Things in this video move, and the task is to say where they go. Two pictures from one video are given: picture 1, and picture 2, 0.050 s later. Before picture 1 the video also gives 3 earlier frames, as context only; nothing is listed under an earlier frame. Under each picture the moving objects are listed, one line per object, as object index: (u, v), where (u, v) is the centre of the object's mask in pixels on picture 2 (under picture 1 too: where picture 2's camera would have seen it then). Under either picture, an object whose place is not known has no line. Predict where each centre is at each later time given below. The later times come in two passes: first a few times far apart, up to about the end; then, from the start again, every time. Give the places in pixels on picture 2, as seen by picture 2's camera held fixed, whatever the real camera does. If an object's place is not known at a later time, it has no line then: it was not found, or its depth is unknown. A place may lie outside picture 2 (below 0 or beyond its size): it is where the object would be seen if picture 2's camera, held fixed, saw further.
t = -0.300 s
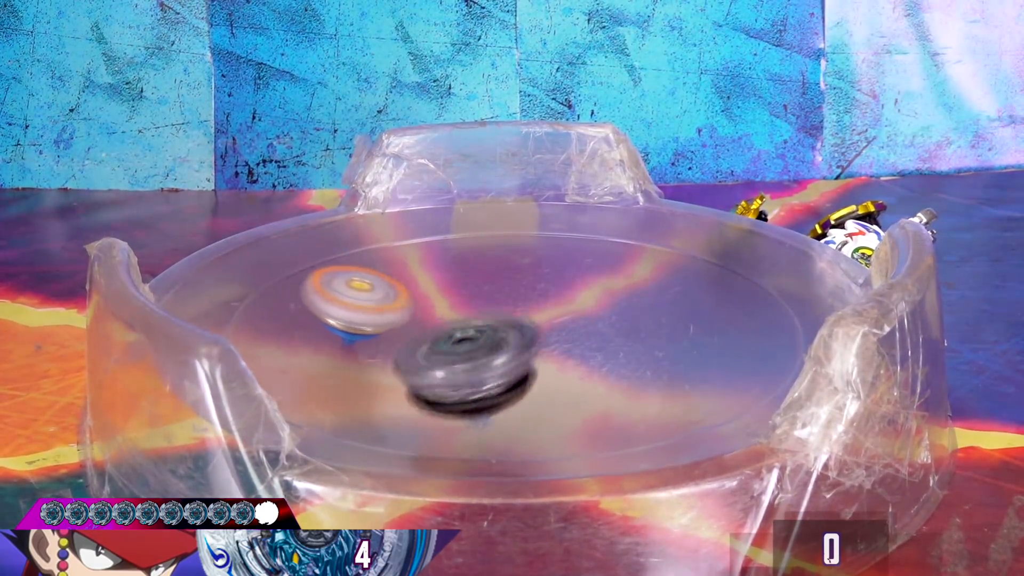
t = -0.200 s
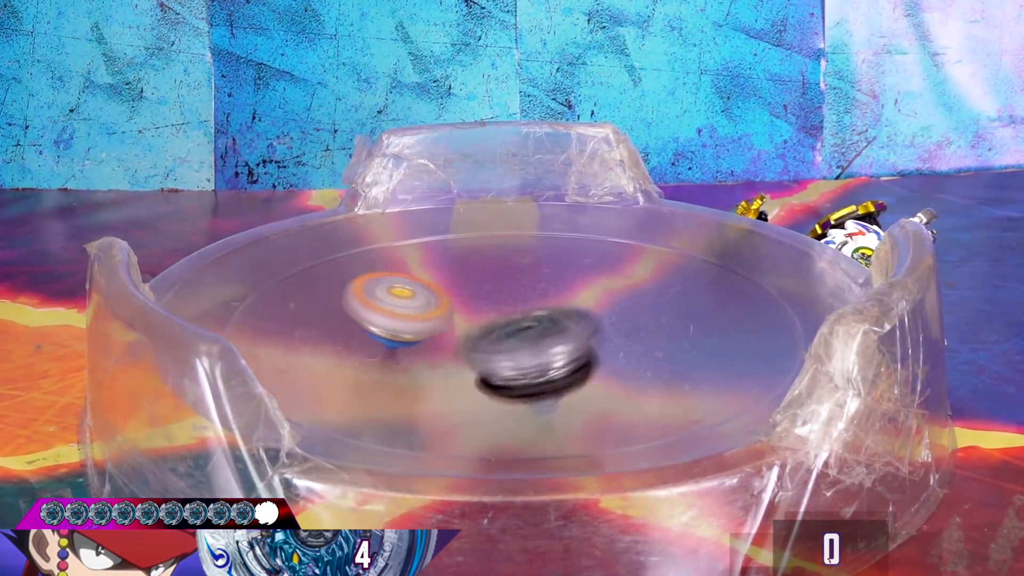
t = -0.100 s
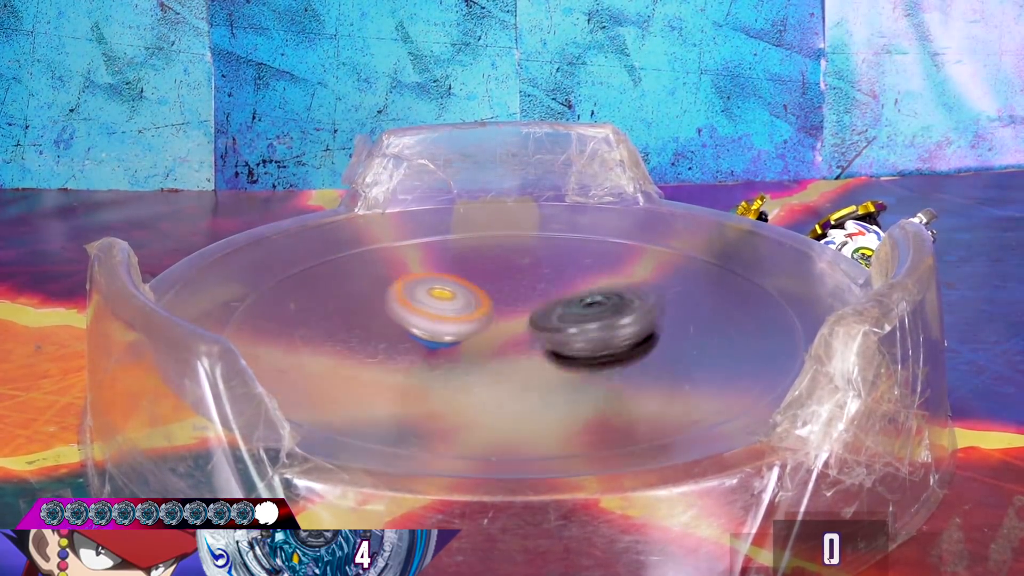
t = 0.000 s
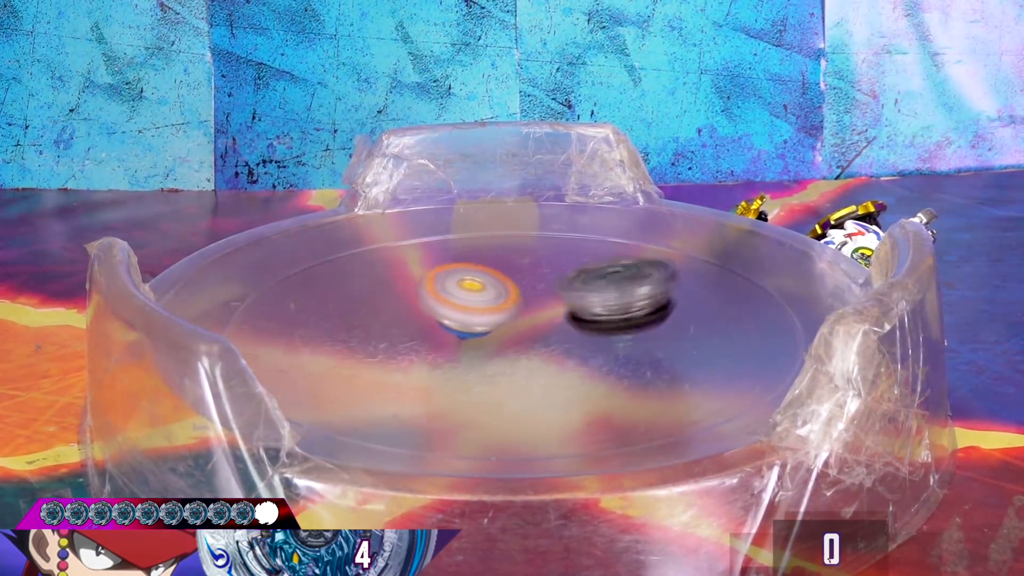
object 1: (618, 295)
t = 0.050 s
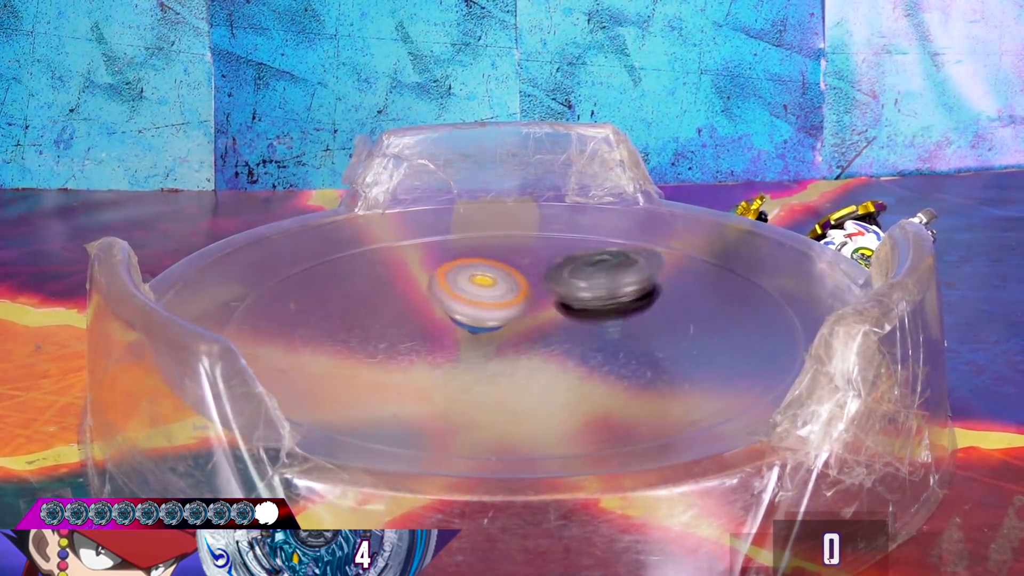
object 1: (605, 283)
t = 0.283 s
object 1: (554, 271)
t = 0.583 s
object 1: (471, 346)
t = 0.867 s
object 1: (606, 321)
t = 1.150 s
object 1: (515, 293)
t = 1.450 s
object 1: (386, 315)
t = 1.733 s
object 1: (536, 342)
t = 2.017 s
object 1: (425, 336)
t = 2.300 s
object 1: (487, 284)
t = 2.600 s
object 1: (469, 285)
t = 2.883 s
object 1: (461, 295)
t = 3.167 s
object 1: (529, 286)
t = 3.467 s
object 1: (517, 286)
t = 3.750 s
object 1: (550, 305)
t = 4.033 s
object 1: (534, 299)
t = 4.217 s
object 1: (525, 310)
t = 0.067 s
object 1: (599, 279)
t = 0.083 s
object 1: (593, 275)
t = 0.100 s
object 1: (587, 273)
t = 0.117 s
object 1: (583, 269)
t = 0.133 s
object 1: (579, 264)
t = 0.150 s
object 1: (575, 265)
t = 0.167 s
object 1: (568, 266)
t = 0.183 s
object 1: (560, 264)
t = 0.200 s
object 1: (557, 264)
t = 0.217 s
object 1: (554, 264)
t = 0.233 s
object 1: (556, 265)
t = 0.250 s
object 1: (553, 268)
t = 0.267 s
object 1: (554, 266)
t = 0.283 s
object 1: (554, 271)
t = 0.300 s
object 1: (553, 275)
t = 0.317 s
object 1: (548, 279)
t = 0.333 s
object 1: (541, 283)
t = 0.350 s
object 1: (537, 286)
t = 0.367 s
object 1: (531, 290)
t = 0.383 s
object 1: (522, 297)
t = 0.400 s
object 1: (508, 302)
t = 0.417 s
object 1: (500, 305)
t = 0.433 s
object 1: (494, 310)
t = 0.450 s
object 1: (487, 315)
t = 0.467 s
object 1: (479, 322)
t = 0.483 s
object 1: (473, 325)
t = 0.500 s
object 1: (470, 331)
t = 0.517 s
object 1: (470, 332)
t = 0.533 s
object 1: (468, 338)
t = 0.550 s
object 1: (468, 340)
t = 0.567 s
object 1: (469, 341)
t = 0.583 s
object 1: (471, 346)
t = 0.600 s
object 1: (477, 349)
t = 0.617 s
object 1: (481, 351)
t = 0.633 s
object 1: (488, 350)
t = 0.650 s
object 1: (491, 356)
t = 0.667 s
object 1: (504, 350)
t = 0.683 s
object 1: (513, 350)
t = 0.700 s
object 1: (523, 353)
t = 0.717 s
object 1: (532, 353)
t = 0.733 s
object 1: (541, 350)
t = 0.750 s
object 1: (550, 348)
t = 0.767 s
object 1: (560, 347)
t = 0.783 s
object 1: (572, 343)
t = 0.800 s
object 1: (581, 340)
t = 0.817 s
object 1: (589, 335)
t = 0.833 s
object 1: (594, 332)
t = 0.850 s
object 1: (597, 327)
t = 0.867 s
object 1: (606, 321)
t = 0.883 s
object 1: (610, 315)
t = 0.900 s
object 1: (613, 311)
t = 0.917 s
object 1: (614, 308)
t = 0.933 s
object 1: (613, 308)
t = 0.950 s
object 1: (610, 307)
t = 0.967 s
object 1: (608, 305)
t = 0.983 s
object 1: (607, 303)
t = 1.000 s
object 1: (603, 302)
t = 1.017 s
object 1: (598, 301)
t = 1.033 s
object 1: (591, 301)
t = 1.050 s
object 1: (583, 300)
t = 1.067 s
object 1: (573, 299)
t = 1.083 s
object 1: (564, 297)
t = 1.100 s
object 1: (553, 296)
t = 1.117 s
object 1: (541, 294)
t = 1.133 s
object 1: (529, 294)
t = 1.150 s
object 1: (515, 293)
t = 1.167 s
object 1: (501, 292)
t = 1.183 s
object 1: (487, 290)
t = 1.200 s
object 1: (475, 289)
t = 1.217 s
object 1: (462, 288)
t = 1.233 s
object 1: (450, 290)
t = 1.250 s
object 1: (441, 287)
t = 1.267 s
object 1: (433, 289)
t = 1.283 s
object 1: (421, 291)
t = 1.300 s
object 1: (414, 289)
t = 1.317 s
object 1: (406, 291)
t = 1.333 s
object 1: (401, 293)
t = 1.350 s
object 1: (397, 294)
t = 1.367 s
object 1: (392, 297)
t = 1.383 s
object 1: (391, 300)
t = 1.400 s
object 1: (388, 302)
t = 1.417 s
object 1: (387, 309)
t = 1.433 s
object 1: (386, 310)
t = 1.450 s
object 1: (386, 315)
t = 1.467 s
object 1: (389, 318)
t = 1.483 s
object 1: (394, 322)
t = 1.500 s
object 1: (401, 328)
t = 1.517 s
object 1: (410, 330)
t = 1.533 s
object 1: (420, 334)
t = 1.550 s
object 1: (432, 339)
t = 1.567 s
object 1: (446, 341)
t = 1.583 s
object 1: (459, 343)
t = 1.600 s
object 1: (475, 345)
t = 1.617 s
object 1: (490, 347)
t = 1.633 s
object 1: (508, 346)
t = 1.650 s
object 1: (525, 343)
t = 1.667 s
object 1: (543, 342)
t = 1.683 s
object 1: (558, 338)
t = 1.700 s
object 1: (565, 340)
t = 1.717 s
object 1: (551, 340)
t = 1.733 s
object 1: (536, 342)
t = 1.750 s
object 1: (521, 350)
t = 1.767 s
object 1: (506, 356)
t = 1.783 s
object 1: (491, 356)
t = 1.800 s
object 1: (476, 360)
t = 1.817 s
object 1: (464, 357)
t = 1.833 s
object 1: (452, 359)
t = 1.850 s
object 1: (443, 357)
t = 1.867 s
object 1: (434, 356)
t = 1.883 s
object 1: (429, 357)
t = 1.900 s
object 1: (423, 352)
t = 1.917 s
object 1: (419, 352)
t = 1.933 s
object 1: (415, 348)
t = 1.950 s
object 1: (414, 347)
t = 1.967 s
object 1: (414, 343)
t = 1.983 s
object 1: (416, 340)
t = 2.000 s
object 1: (420, 338)
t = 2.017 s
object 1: (425, 336)
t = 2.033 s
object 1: (431, 332)
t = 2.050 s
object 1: (437, 330)
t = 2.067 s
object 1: (445, 327)
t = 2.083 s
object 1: (452, 325)
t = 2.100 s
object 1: (458, 321)
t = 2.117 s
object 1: (462, 318)
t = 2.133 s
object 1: (466, 314)
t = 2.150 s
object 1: (471, 311)
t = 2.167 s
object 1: (474, 307)
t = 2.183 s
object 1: (477, 305)
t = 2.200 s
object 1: (479, 301)
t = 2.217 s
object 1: (481, 297)
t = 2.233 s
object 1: (483, 295)
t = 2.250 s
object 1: (485, 291)
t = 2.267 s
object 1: (488, 290)
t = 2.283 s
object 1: (488, 284)
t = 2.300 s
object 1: (487, 284)
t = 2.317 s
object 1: (489, 281)
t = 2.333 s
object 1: (489, 280)
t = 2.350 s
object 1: (490, 281)
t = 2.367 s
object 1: (492, 278)
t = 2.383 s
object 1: (495, 279)
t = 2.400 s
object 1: (496, 280)
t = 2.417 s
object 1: (496, 277)
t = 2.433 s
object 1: (495, 277)
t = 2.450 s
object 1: (492, 276)
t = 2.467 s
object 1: (491, 277)
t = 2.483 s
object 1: (487, 278)
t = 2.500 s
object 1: (485, 278)
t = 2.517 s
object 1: (484, 279)
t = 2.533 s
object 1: (482, 281)
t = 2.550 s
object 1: (480, 284)
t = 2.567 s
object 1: (476, 282)
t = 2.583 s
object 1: (472, 283)
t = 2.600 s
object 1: (469, 285)
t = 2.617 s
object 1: (465, 287)
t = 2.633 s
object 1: (462, 288)
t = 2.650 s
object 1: (459, 289)
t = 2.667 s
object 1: (458, 290)
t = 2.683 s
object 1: (456, 289)
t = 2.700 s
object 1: (453, 289)
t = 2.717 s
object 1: (449, 289)
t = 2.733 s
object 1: (447, 290)
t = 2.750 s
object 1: (446, 290)
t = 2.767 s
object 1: (446, 291)
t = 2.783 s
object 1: (446, 292)
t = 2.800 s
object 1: (448, 294)
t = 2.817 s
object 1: (452, 294)
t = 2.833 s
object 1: (454, 294)
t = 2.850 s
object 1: (456, 294)
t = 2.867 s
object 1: (458, 295)
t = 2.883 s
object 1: (461, 295)
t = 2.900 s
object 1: (464, 296)
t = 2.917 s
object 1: (469, 297)
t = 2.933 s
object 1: (475, 297)
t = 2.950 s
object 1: (479, 297)
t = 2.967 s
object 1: (481, 297)
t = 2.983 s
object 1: (484, 297)
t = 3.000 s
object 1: (487, 297)
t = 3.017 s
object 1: (491, 297)
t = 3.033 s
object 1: (495, 298)
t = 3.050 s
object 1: (500, 297)
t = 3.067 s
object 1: (503, 296)
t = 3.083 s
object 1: (505, 295)
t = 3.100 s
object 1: (511, 293)
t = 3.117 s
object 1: (515, 292)
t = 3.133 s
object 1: (520, 292)
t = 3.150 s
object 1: (526, 290)
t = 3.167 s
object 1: (529, 286)
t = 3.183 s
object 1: (530, 285)
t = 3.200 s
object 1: (533, 284)
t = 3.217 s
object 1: (533, 283)
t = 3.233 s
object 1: (533, 284)
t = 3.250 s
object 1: (535, 284)
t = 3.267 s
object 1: (537, 281)
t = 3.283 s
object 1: (536, 280)
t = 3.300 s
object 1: (534, 281)
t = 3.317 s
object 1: (533, 282)
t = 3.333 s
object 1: (530, 283)
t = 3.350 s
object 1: (529, 284)
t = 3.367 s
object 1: (531, 284)
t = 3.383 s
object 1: (527, 282)
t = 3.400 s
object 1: (524, 283)
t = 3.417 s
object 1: (522, 285)
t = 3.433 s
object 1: (519, 286)
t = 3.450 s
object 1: (518, 286)
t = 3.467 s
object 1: (517, 286)
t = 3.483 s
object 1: (516, 286)
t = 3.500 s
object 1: (513, 287)
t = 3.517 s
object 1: (511, 288)
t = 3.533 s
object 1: (509, 288)
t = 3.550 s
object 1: (510, 289)
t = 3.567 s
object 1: (513, 289)
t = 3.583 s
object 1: (515, 290)
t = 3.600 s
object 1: (517, 293)
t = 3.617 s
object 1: (520, 295)
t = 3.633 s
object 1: (524, 298)
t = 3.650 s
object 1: (530, 300)
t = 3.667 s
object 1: (538, 302)
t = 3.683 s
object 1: (541, 301)
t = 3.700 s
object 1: (543, 302)
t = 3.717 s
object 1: (546, 303)
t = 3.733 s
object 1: (548, 304)
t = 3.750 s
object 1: (550, 305)
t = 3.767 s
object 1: (554, 305)
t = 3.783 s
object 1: (553, 305)
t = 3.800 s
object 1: (553, 305)
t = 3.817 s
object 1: (552, 305)
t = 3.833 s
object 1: (552, 307)
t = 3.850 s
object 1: (552, 306)
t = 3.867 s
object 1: (552, 305)
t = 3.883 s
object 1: (548, 305)
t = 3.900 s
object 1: (545, 304)
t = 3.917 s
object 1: (543, 305)
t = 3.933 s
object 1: (542, 304)
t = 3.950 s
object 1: (543, 303)
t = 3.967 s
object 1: (538, 302)
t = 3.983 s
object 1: (536, 301)
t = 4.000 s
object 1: (533, 301)
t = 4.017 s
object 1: (533, 301)
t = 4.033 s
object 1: (534, 299)
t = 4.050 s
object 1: (532, 297)
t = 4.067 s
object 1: (531, 297)
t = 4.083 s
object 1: (530, 297)
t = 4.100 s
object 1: (529, 298)
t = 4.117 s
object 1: (532, 299)
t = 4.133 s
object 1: (530, 299)
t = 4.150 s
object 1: (526, 301)
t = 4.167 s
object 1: (523, 303)
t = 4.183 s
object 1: (522, 305)
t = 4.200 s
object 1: (524, 308)
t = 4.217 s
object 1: (525, 310)
